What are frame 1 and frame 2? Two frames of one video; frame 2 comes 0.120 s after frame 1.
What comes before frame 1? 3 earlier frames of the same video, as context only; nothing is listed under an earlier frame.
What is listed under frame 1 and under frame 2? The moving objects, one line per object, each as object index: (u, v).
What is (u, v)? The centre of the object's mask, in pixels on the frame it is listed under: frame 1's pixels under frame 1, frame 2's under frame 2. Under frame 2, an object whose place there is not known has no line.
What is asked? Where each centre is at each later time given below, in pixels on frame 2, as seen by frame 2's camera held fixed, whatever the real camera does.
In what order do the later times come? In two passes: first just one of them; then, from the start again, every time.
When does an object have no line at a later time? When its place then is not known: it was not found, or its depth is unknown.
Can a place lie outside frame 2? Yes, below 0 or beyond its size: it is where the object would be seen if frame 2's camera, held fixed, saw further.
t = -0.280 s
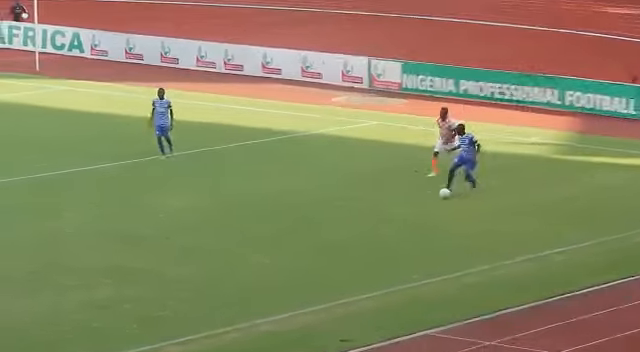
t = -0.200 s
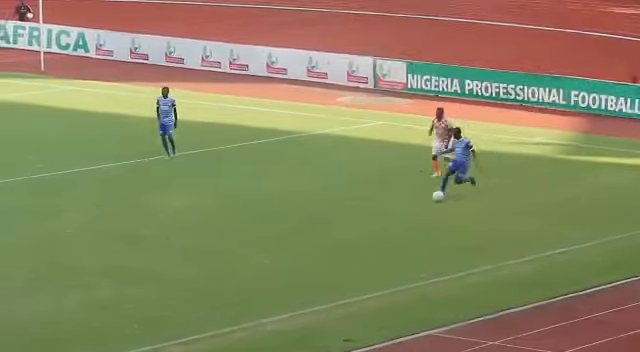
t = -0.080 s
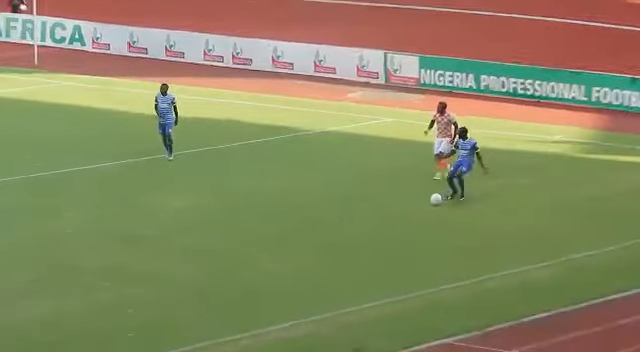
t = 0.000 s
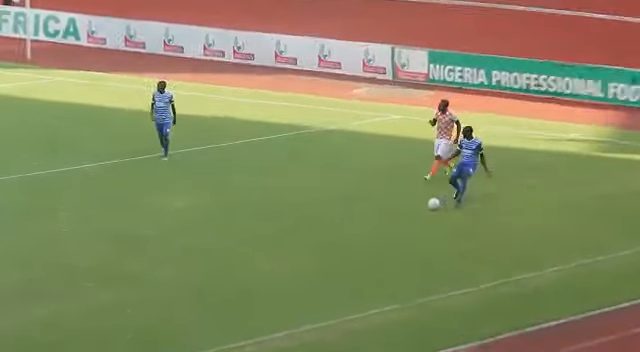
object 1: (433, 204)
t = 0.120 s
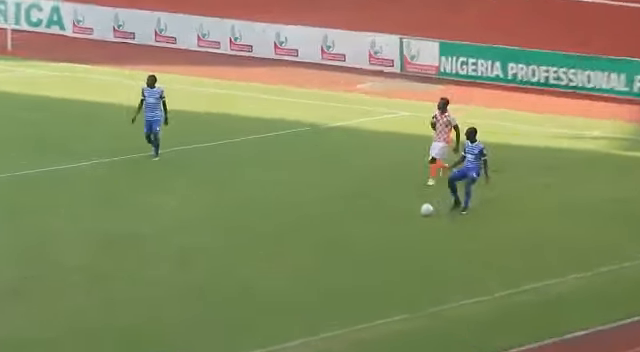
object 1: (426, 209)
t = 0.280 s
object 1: (400, 215)
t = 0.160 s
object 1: (420, 210)
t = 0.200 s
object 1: (413, 211)
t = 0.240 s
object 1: (406, 213)
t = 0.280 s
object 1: (400, 215)
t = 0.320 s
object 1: (394, 215)
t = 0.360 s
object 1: (388, 217)
